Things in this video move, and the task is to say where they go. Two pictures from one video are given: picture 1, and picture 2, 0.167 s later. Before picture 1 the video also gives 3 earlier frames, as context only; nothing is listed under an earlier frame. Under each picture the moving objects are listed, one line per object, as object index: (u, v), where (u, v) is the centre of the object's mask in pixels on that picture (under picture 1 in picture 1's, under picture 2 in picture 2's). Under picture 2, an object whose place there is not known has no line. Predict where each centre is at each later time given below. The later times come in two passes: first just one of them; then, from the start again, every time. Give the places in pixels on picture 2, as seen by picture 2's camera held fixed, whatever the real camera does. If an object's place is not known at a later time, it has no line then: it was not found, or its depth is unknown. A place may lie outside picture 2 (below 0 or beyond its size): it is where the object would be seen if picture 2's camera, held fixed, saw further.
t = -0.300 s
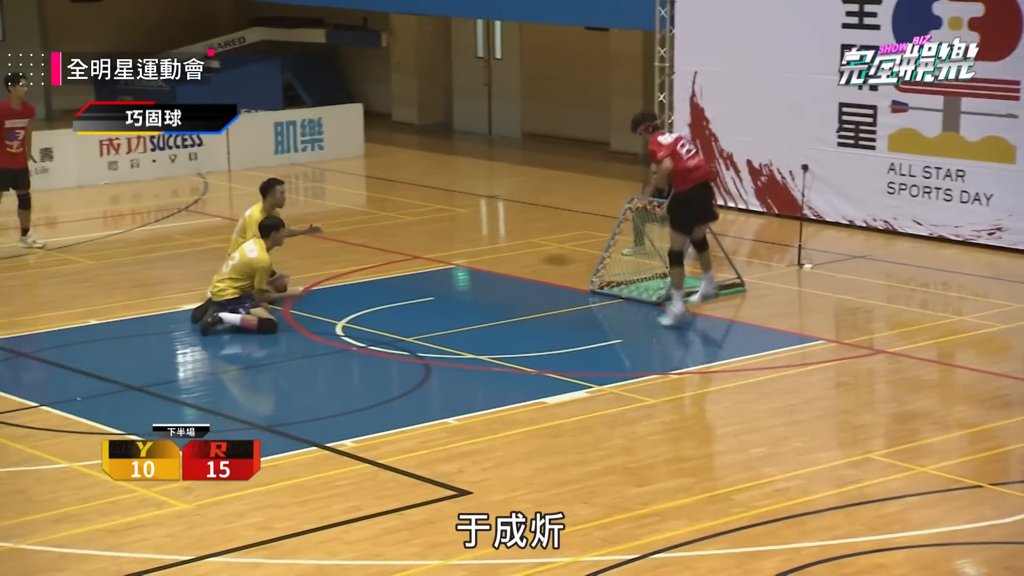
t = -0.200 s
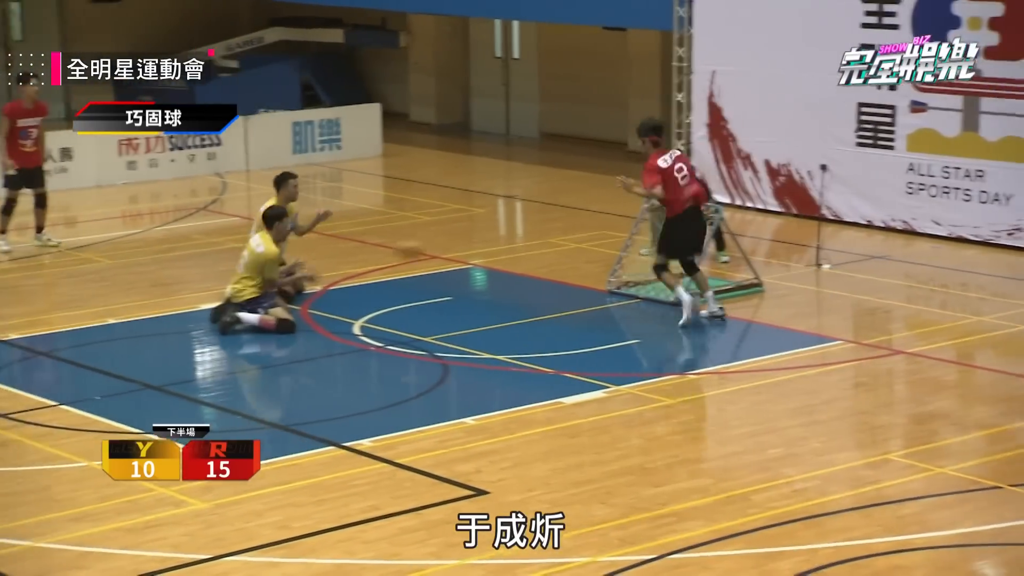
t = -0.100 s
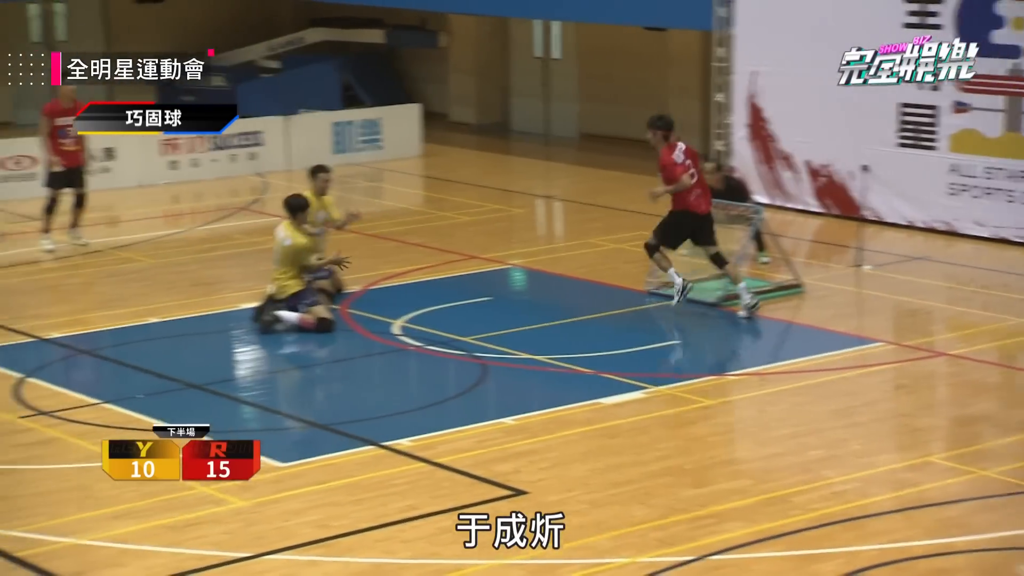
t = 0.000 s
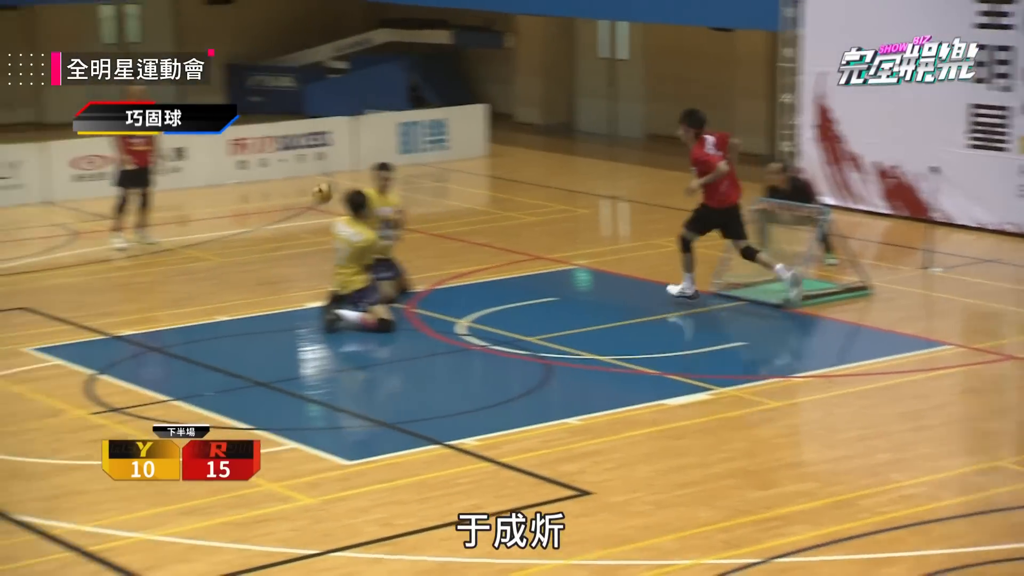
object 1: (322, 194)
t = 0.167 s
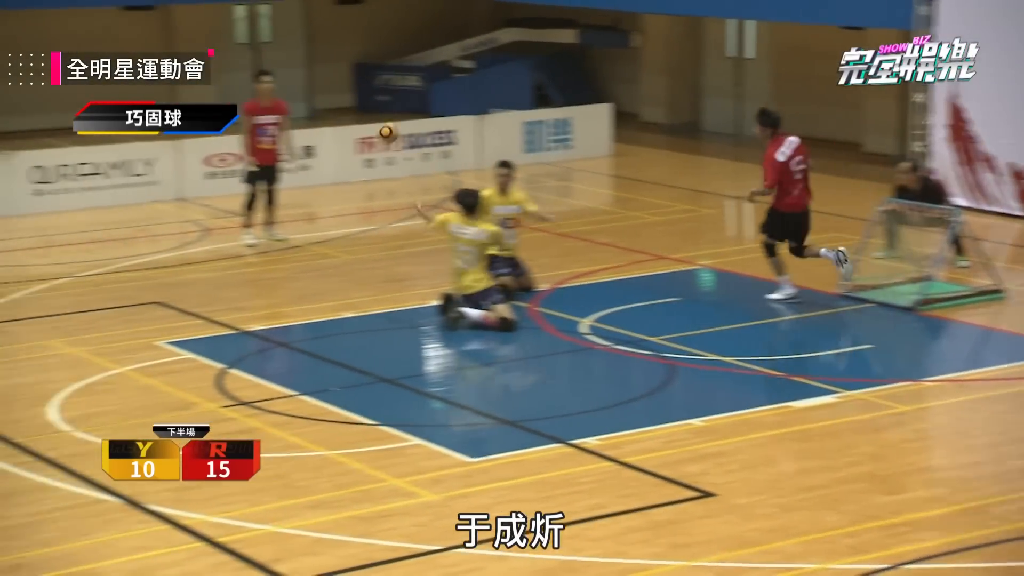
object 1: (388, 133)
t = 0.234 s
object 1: (364, 117)
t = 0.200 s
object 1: (376, 125)
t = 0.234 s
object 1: (364, 117)
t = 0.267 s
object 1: (352, 110)
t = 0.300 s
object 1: (341, 106)
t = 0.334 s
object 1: (331, 103)
